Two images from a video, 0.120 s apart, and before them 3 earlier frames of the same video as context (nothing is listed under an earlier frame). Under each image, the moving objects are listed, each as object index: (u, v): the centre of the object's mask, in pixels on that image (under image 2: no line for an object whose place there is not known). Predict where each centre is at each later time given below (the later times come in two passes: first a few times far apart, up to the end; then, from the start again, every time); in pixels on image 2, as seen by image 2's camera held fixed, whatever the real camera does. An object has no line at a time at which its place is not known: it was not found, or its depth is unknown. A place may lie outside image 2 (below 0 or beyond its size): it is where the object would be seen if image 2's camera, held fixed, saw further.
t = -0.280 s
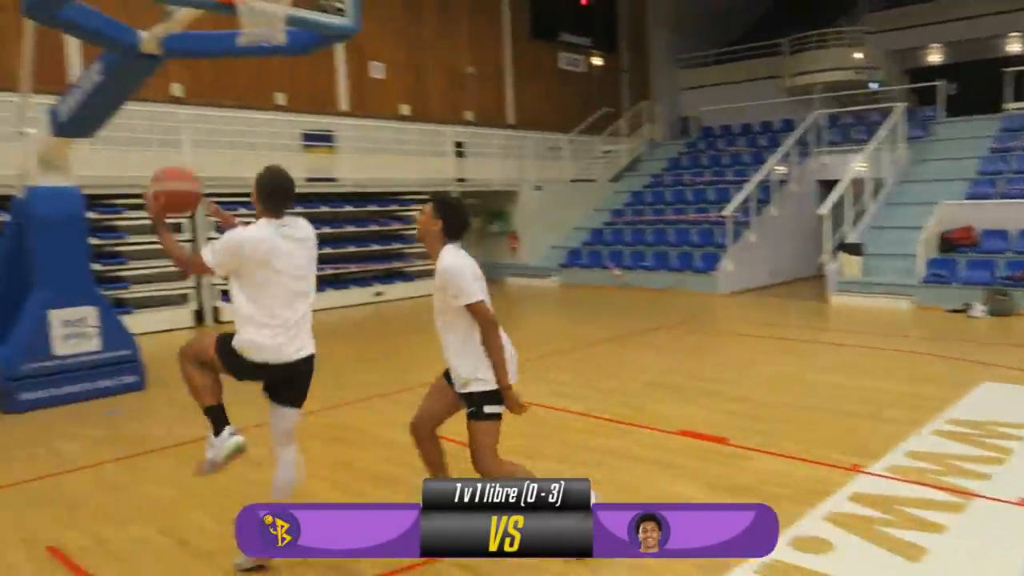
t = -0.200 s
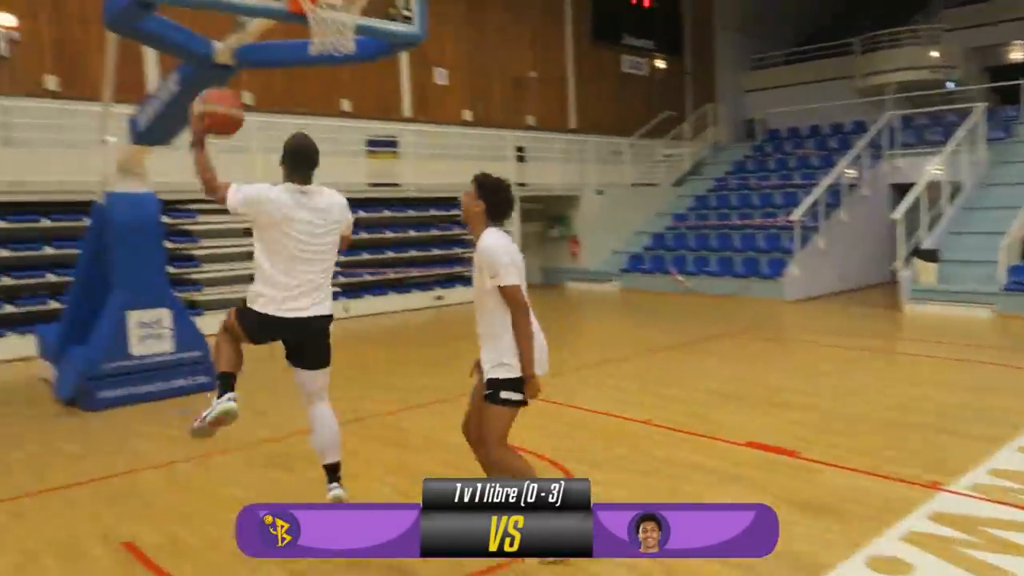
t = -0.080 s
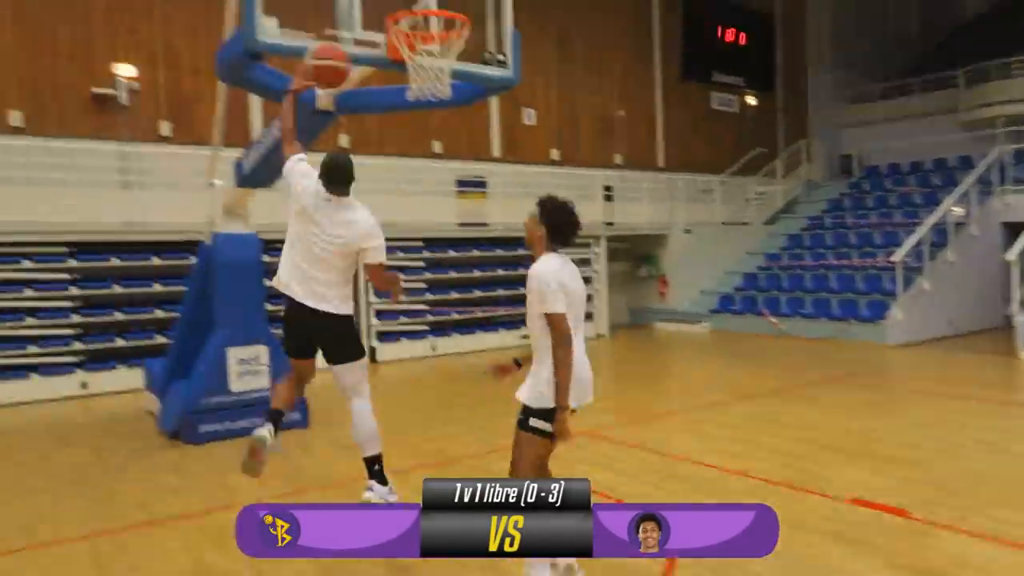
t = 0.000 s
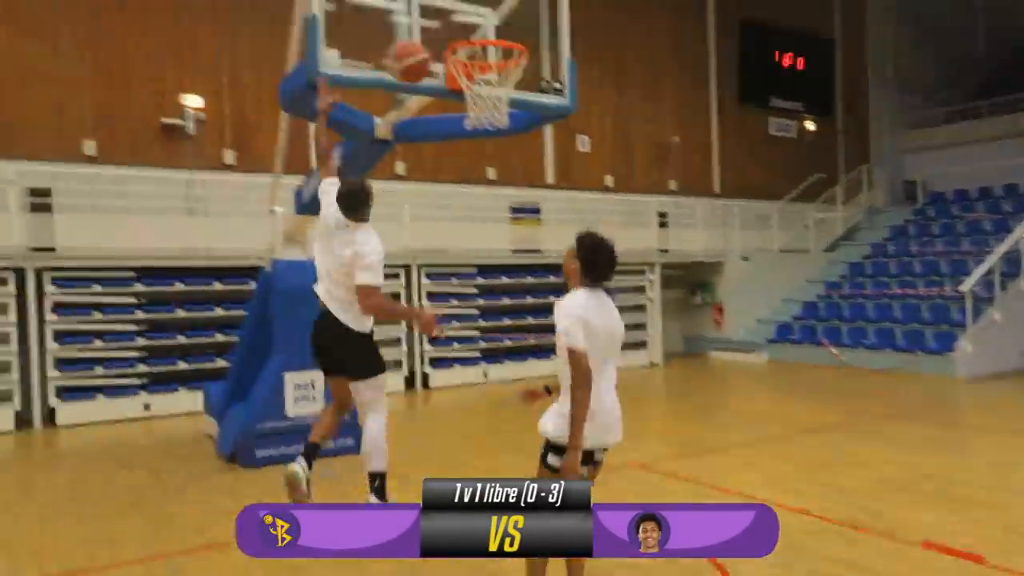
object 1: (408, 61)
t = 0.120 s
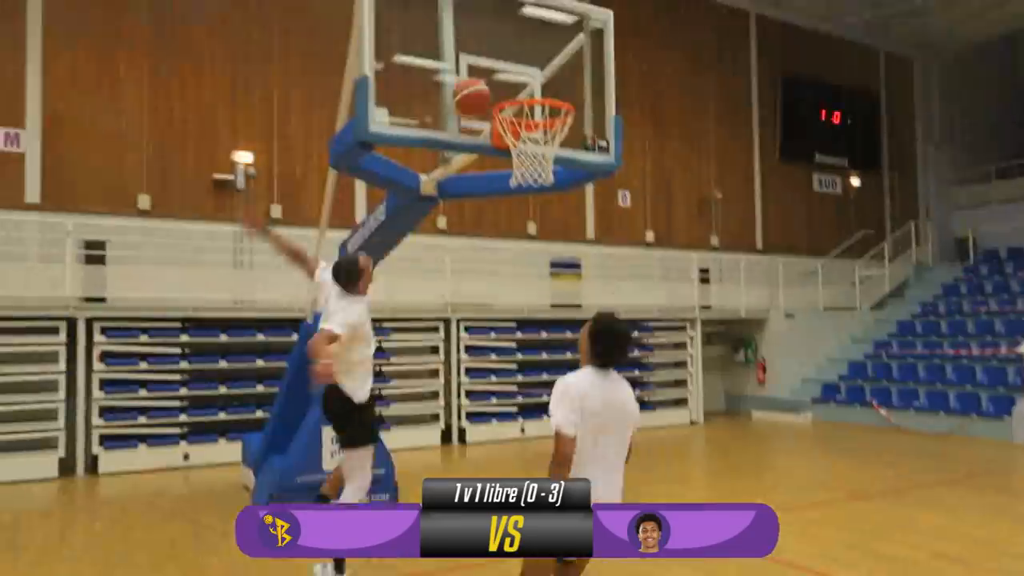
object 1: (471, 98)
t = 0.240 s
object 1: (472, 96)
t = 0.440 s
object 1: (468, 124)
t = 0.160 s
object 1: (469, 96)
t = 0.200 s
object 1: (470, 94)
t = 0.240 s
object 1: (472, 96)
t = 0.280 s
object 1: (473, 99)
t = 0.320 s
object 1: (474, 103)
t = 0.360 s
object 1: (472, 108)
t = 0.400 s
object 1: (470, 114)
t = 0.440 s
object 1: (468, 124)
